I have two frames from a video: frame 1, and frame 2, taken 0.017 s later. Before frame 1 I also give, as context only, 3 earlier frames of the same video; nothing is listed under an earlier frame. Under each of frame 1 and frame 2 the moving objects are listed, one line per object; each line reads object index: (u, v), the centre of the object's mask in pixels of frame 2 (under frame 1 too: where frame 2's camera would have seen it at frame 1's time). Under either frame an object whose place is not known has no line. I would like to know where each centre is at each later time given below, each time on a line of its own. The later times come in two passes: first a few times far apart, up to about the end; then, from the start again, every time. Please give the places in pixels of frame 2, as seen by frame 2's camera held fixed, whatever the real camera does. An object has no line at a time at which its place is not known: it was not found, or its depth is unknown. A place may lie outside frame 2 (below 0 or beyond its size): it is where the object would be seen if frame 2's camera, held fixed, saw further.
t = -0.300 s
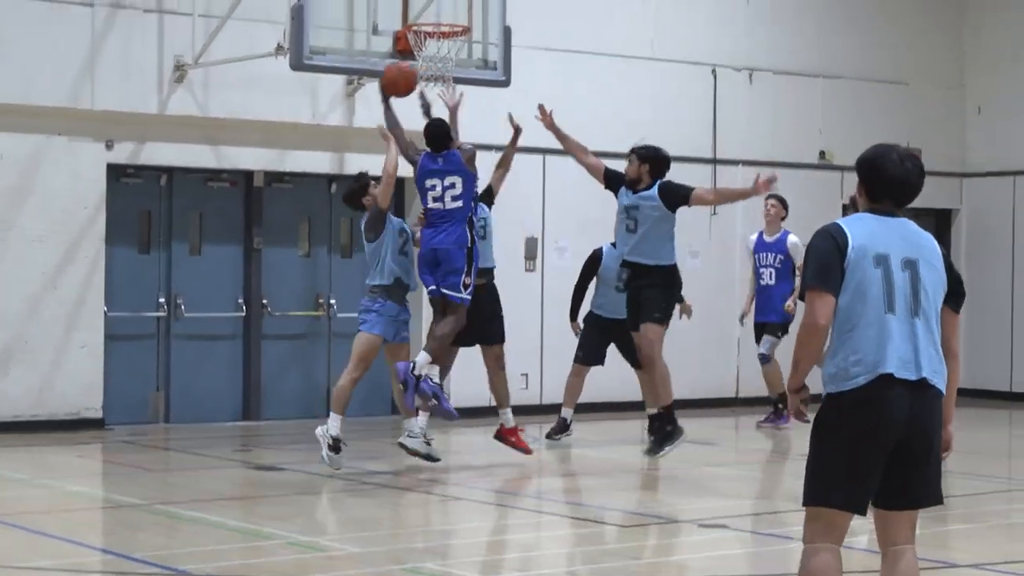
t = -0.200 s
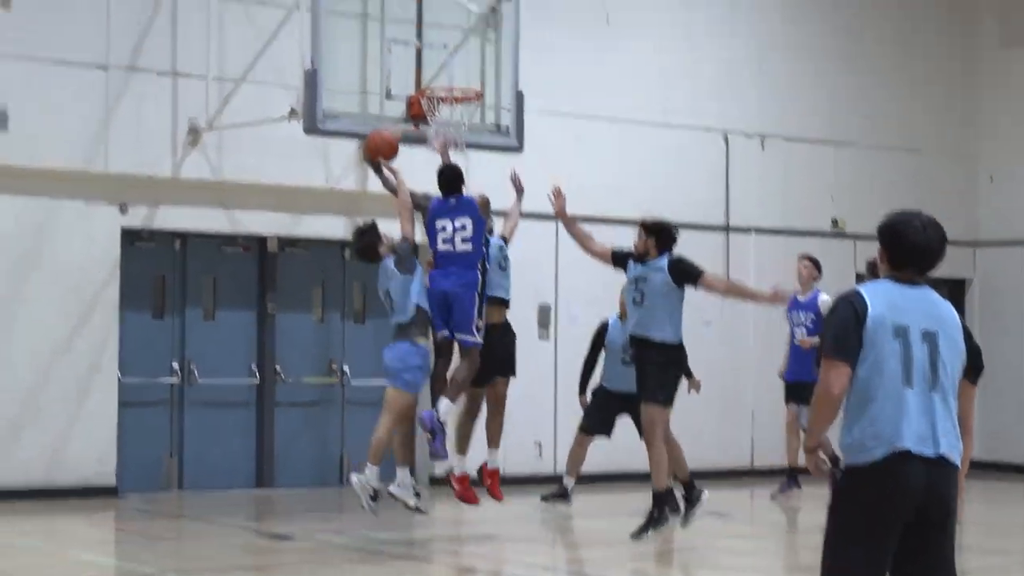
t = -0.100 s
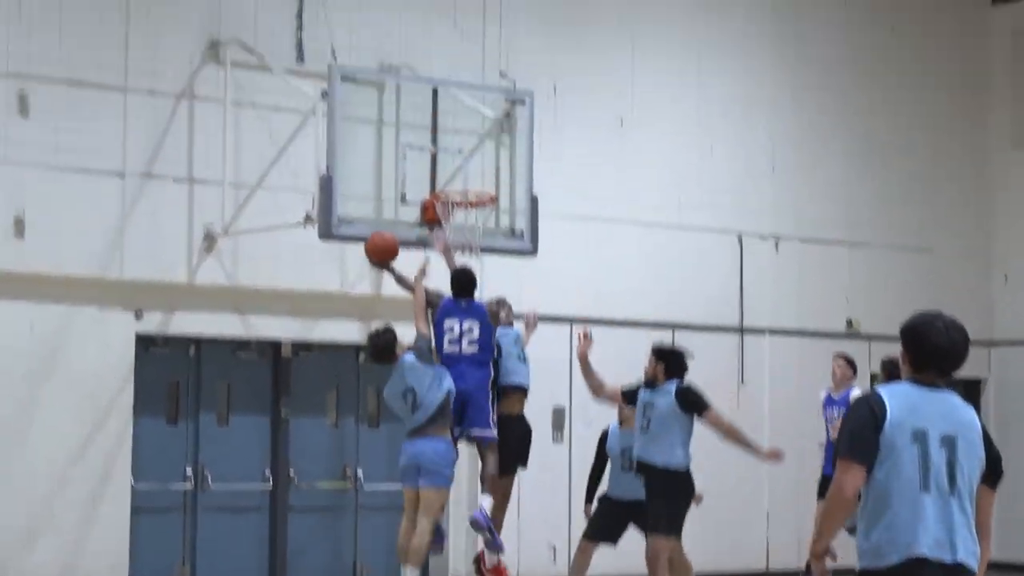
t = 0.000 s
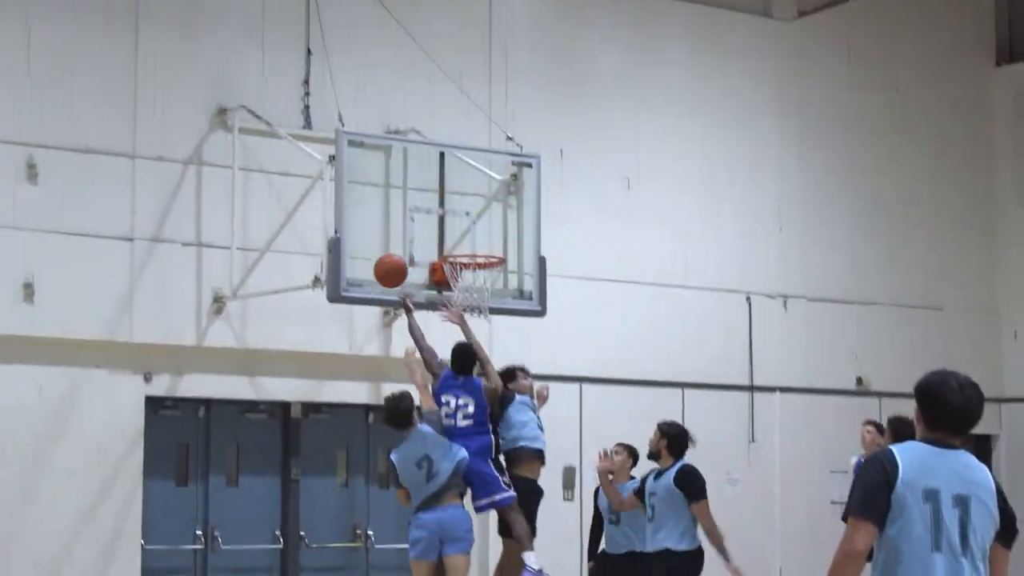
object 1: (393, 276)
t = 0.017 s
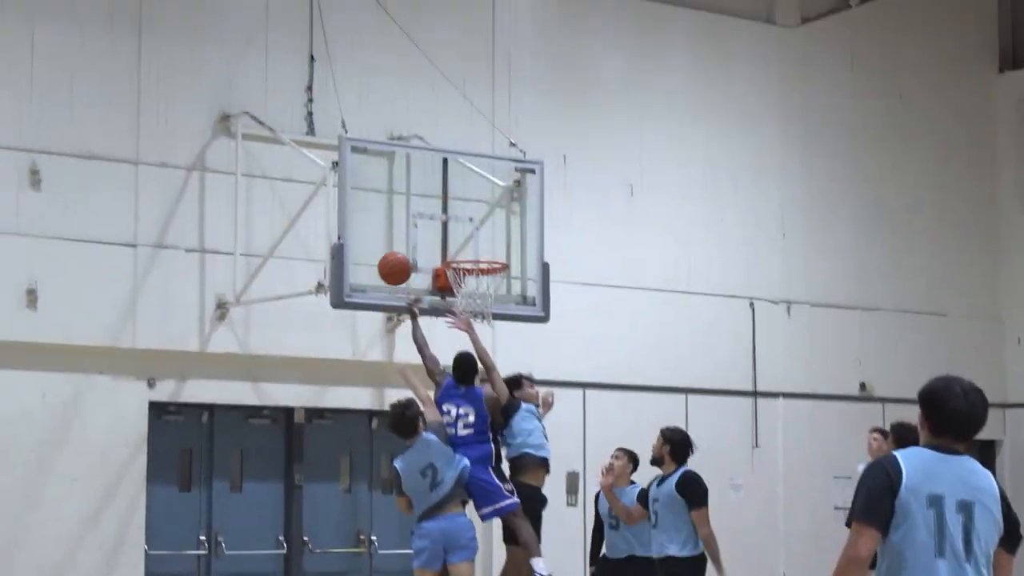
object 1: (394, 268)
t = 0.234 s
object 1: (405, 202)
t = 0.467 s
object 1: (414, 204)
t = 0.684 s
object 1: (430, 244)
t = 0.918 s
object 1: (410, 240)
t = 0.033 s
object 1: (396, 261)
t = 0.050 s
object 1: (396, 254)
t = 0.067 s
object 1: (397, 247)
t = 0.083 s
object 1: (398, 240)
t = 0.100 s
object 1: (400, 235)
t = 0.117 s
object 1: (401, 229)
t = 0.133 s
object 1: (401, 224)
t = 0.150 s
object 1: (402, 220)
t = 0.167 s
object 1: (402, 215)
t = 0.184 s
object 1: (403, 211)
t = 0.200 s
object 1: (404, 208)
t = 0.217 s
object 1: (404, 205)
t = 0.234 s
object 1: (405, 202)
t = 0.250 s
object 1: (406, 200)
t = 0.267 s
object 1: (406, 198)
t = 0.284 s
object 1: (407, 196)
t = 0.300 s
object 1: (408, 195)
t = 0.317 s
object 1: (408, 195)
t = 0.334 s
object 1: (409, 194)
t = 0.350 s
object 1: (410, 194)
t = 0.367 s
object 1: (411, 195)
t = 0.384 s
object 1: (411, 195)
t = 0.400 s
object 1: (412, 196)
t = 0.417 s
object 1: (412, 197)
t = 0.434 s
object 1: (413, 199)
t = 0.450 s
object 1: (414, 201)
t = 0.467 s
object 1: (414, 204)
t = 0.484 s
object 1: (415, 207)
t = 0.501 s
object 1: (416, 210)
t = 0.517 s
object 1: (416, 213)
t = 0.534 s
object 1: (417, 217)
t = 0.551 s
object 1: (417, 221)
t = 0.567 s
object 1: (418, 226)
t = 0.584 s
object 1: (418, 231)
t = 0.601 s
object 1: (420, 234)
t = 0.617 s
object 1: (422, 236)
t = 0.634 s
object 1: (424, 237)
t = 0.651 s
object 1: (426, 239)
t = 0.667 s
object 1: (428, 242)
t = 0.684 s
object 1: (430, 244)
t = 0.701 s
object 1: (432, 247)
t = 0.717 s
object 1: (435, 250)
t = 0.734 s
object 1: (433, 248)
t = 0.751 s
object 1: (430, 246)
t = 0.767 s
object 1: (429, 243)
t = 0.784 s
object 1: (427, 242)
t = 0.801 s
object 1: (425, 240)
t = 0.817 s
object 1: (423, 239)
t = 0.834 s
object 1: (421, 238)
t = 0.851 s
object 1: (418, 238)
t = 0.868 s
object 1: (416, 238)
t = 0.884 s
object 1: (414, 238)
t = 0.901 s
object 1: (412, 239)
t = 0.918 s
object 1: (410, 240)
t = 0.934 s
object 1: (408, 241)
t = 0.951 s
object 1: (406, 243)
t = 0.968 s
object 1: (403, 246)
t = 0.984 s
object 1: (401, 248)
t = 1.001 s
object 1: (399, 251)
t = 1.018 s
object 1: (397, 254)
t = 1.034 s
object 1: (395, 258)
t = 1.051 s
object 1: (393, 262)
